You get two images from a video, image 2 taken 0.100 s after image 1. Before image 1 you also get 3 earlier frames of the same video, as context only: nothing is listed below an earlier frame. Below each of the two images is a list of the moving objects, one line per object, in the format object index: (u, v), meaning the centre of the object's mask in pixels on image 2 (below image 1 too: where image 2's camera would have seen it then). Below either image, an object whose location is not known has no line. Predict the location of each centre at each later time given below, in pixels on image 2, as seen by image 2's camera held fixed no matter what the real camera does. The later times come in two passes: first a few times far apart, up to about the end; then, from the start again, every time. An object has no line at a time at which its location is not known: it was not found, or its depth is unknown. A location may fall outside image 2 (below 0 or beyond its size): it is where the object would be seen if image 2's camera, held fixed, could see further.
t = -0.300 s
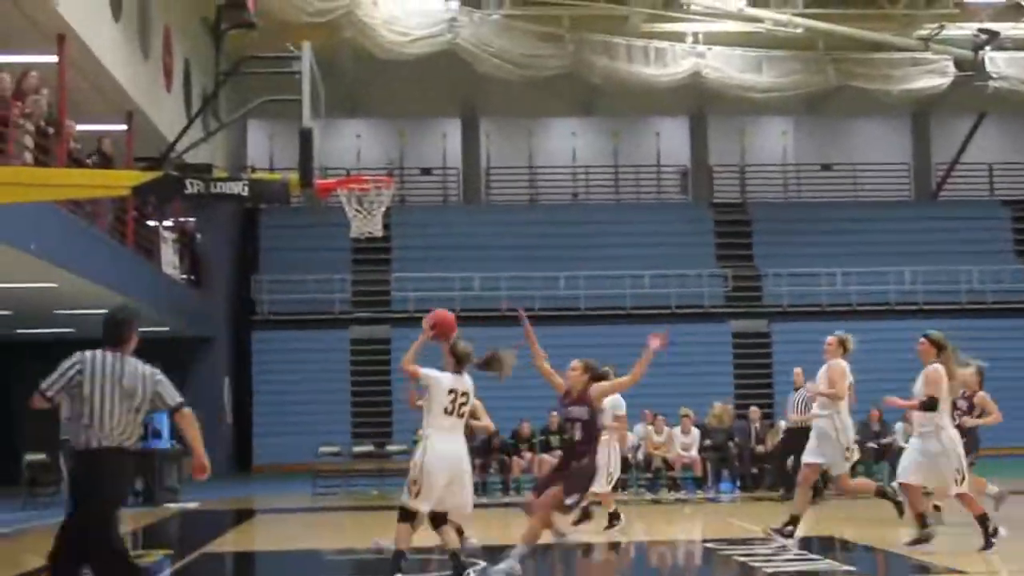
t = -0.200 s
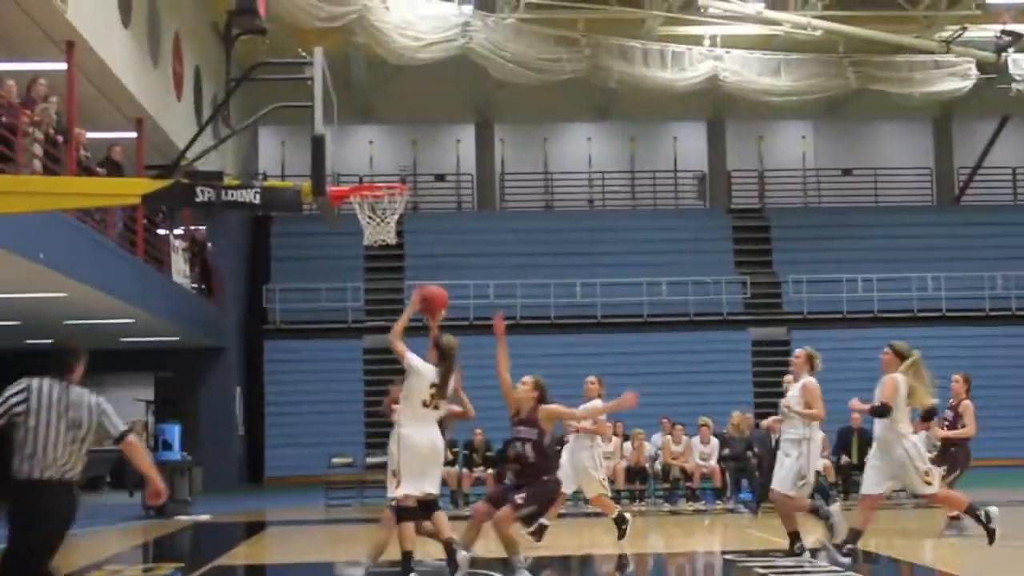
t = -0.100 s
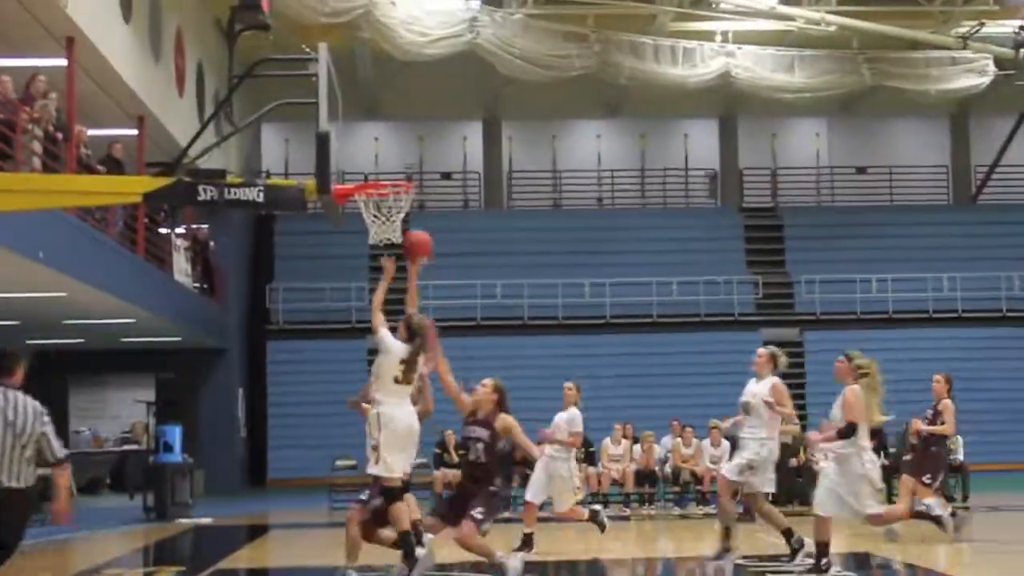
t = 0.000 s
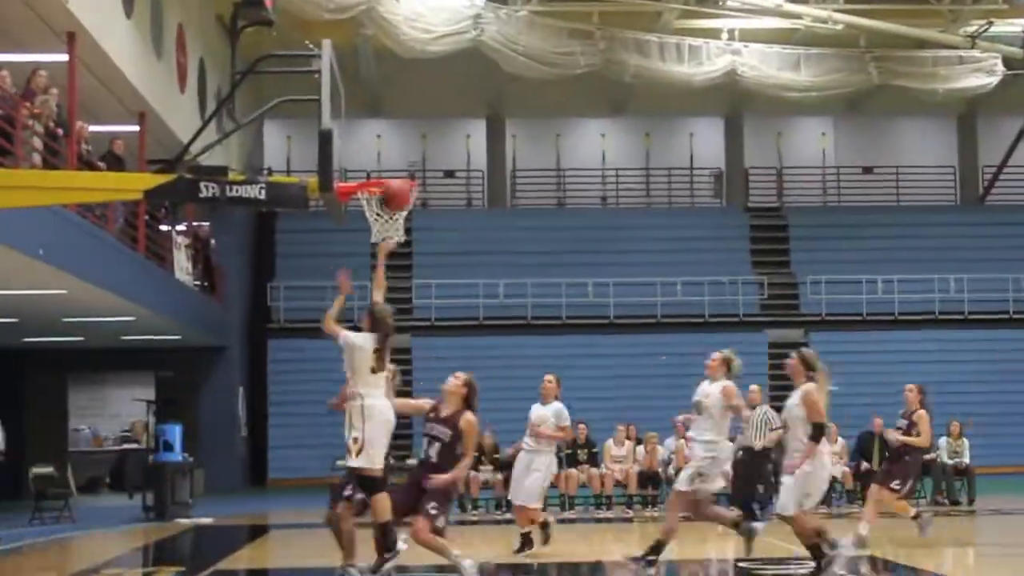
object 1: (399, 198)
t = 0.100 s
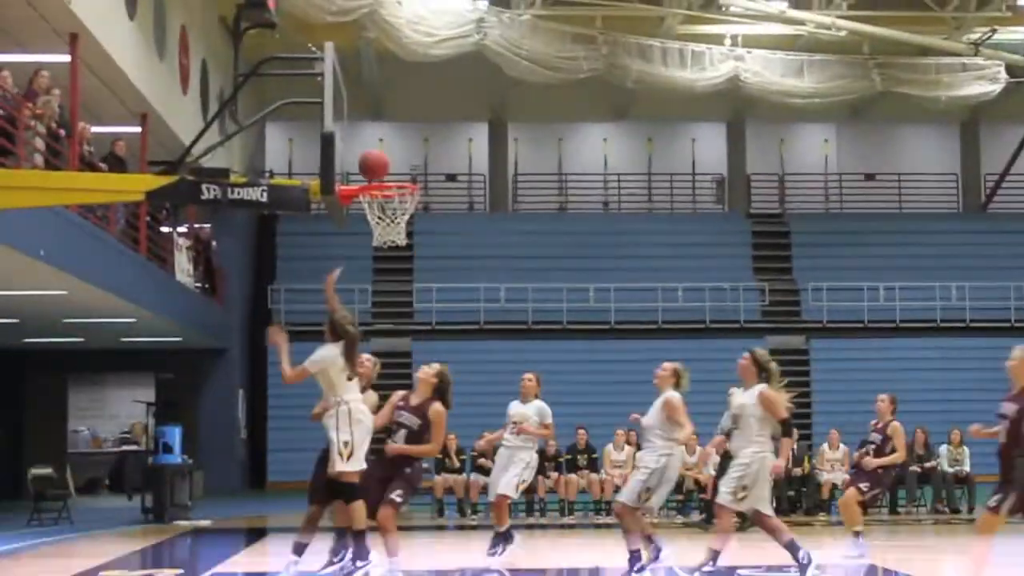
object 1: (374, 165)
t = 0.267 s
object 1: (360, 145)
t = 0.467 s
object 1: (401, 174)
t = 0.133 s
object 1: (367, 158)
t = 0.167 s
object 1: (359, 151)
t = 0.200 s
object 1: (352, 146)
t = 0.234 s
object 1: (355, 145)
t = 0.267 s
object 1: (360, 145)
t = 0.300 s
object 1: (367, 146)
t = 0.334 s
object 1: (374, 151)
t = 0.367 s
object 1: (381, 155)
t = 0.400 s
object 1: (387, 163)
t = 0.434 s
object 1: (395, 169)
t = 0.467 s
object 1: (401, 174)
